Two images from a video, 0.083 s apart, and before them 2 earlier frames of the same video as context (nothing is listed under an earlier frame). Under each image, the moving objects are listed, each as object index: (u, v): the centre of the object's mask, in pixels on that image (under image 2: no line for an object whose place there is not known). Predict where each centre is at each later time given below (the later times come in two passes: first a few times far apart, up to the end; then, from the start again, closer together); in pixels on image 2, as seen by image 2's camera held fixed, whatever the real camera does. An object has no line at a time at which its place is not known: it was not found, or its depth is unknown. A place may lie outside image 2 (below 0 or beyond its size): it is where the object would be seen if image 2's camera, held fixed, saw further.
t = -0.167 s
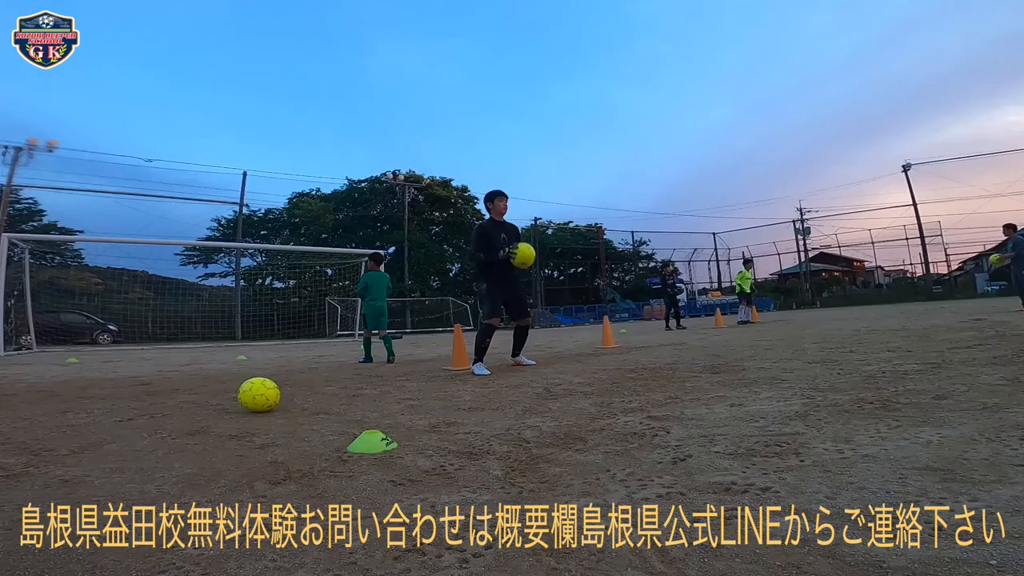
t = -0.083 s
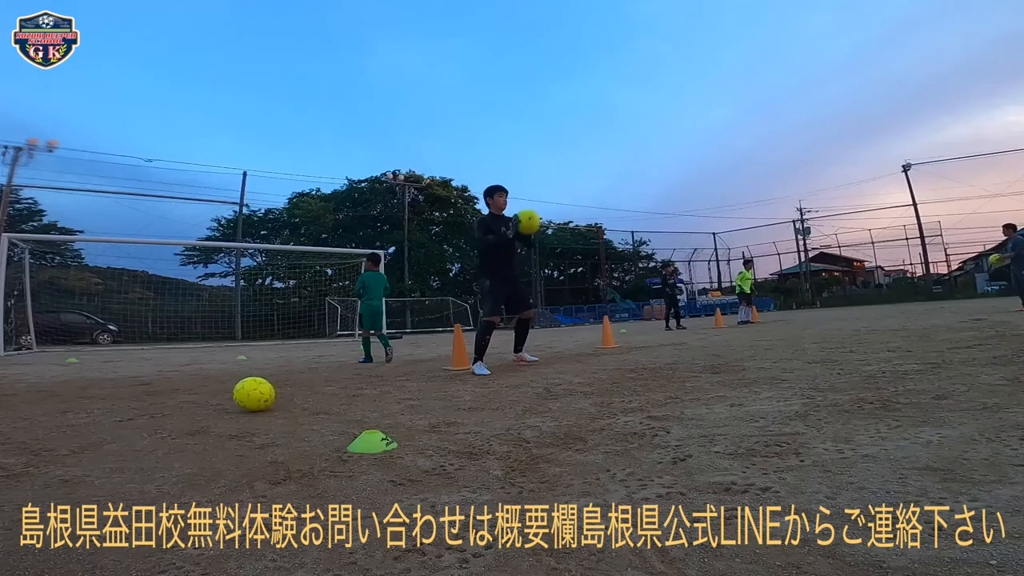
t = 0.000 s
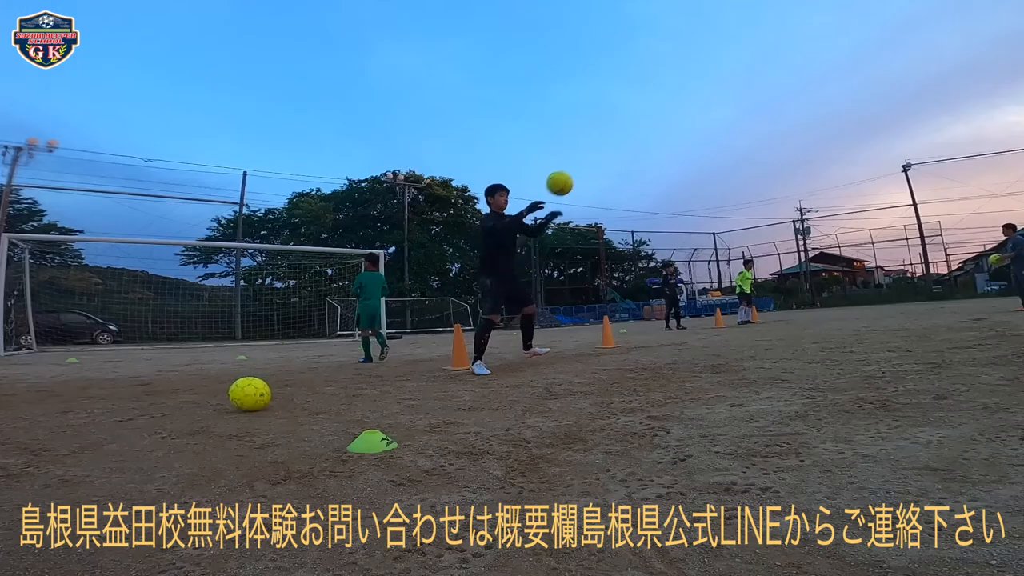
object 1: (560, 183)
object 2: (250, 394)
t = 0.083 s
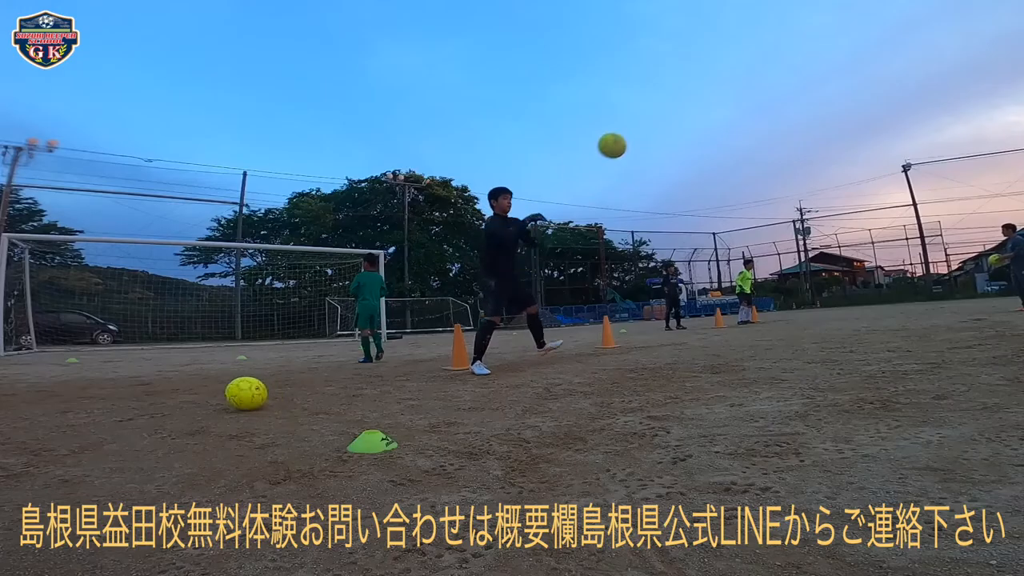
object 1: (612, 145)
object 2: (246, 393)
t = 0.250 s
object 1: (741, 88)
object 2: (241, 392)
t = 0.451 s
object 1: (962, 61)
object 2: (236, 391)
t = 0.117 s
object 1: (635, 132)
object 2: (245, 393)
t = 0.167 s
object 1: (672, 113)
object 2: (243, 392)
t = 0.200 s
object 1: (698, 102)
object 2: (242, 392)
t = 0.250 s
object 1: (741, 88)
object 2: (241, 392)
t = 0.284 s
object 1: (772, 80)
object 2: (240, 392)
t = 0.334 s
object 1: (823, 70)
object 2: (239, 392)
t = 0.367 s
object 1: (860, 65)
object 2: (238, 392)
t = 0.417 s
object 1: (919, 62)
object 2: (237, 391)
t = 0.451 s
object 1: (962, 61)
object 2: (236, 391)
